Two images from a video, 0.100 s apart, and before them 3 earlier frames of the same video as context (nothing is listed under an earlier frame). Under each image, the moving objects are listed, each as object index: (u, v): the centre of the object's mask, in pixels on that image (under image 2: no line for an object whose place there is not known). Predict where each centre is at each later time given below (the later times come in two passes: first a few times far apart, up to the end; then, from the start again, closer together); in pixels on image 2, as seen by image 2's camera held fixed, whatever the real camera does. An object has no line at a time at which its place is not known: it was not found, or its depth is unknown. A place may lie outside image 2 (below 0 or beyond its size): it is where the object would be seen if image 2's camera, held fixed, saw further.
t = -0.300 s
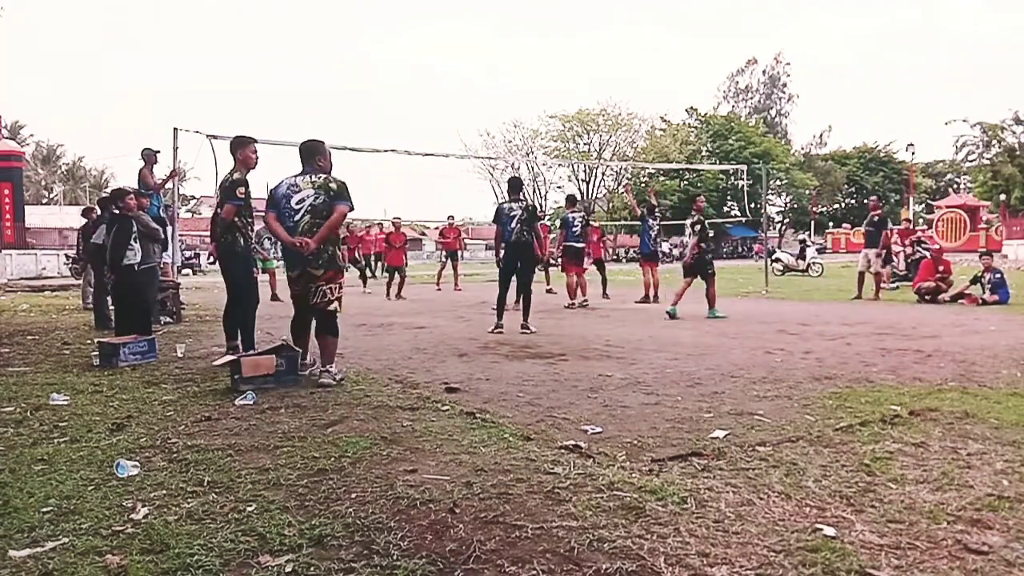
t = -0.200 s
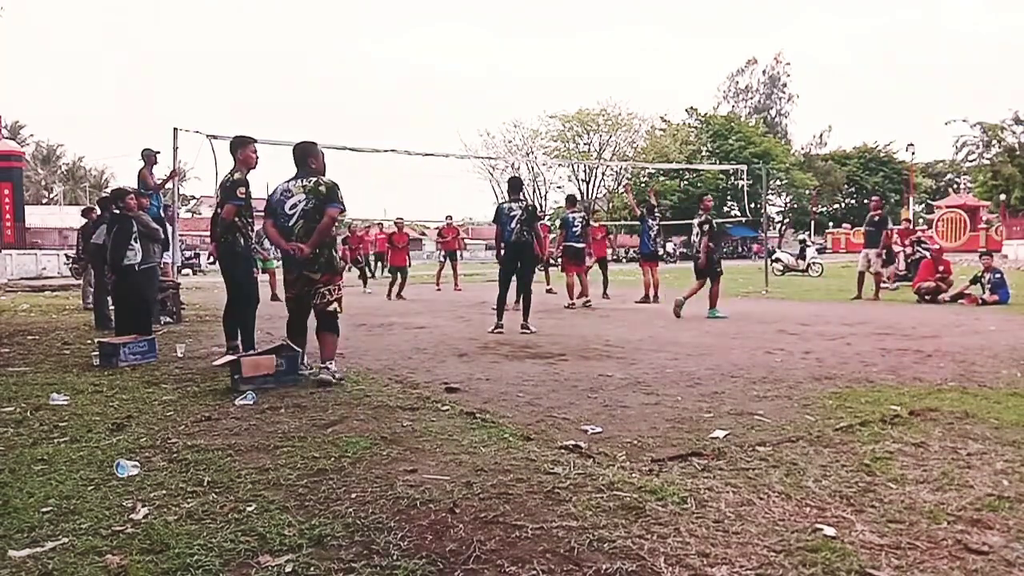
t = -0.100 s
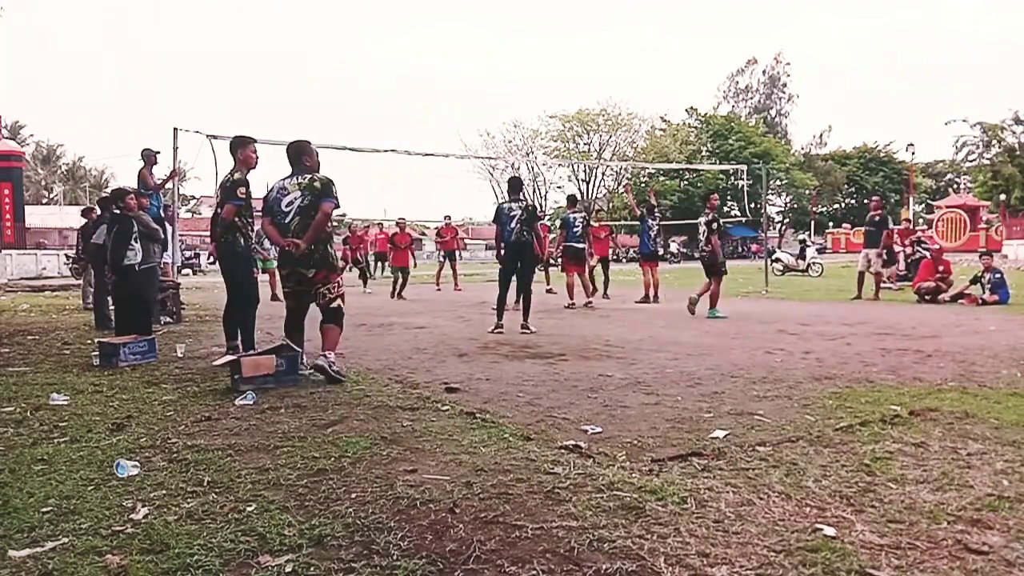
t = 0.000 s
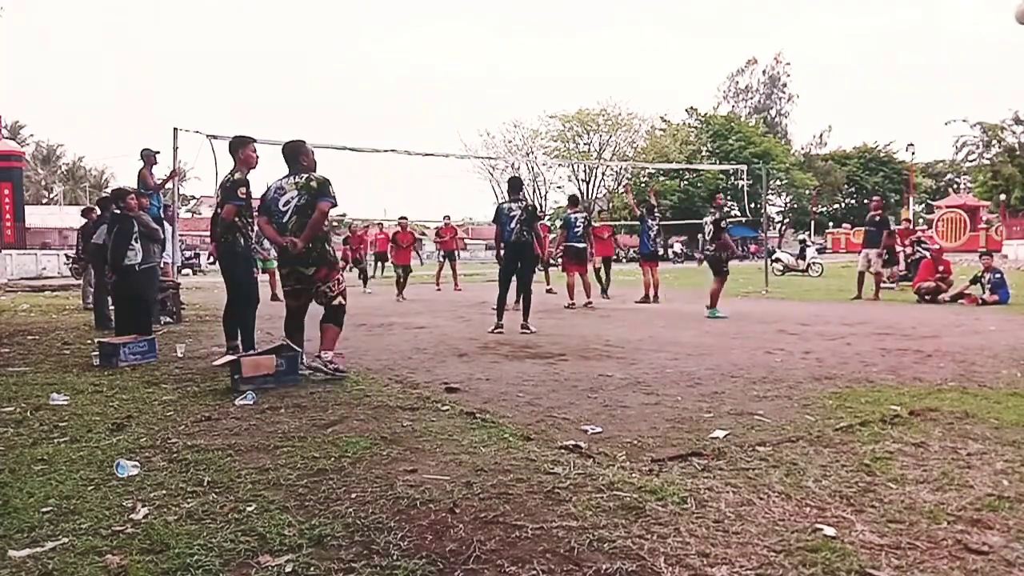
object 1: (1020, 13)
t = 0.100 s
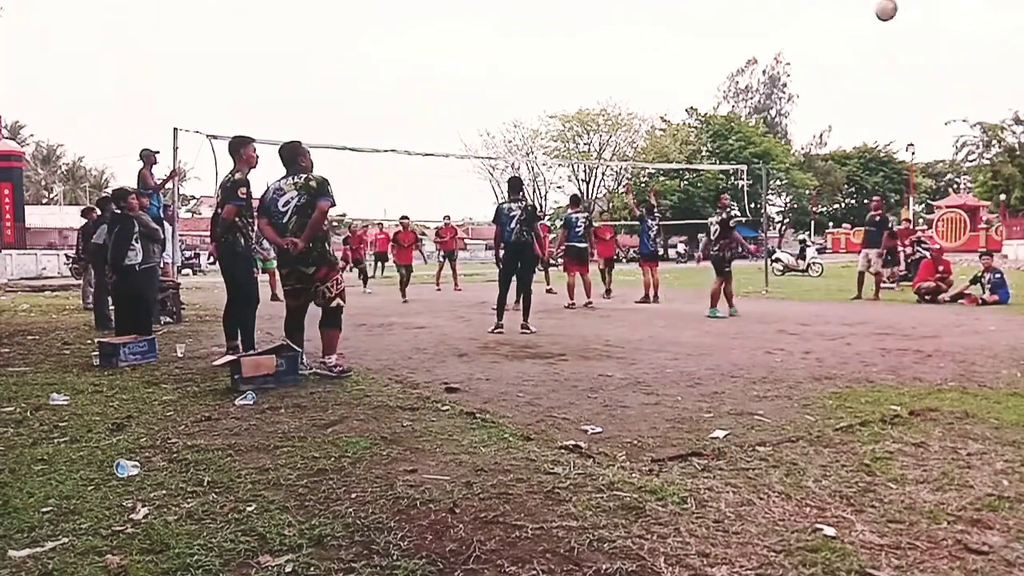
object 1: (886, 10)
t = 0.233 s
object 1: (750, 21)
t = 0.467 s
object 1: (590, 68)
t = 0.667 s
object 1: (504, 125)
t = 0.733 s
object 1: (481, 146)
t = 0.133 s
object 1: (848, 11)
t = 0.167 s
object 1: (812, 14)
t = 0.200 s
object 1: (780, 17)
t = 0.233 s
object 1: (750, 21)
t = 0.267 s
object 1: (722, 27)
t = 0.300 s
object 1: (696, 33)
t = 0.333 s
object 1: (672, 37)
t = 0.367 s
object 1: (650, 45)
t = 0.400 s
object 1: (628, 53)
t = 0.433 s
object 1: (609, 61)
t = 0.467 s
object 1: (590, 68)
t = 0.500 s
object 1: (573, 77)
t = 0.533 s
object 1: (557, 86)
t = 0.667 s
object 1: (504, 125)
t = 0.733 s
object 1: (481, 146)
